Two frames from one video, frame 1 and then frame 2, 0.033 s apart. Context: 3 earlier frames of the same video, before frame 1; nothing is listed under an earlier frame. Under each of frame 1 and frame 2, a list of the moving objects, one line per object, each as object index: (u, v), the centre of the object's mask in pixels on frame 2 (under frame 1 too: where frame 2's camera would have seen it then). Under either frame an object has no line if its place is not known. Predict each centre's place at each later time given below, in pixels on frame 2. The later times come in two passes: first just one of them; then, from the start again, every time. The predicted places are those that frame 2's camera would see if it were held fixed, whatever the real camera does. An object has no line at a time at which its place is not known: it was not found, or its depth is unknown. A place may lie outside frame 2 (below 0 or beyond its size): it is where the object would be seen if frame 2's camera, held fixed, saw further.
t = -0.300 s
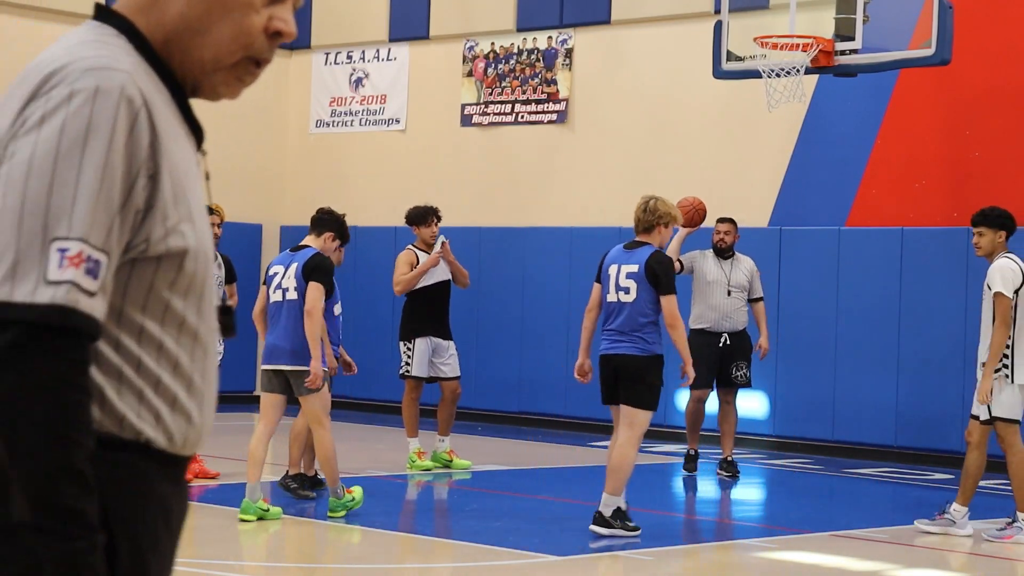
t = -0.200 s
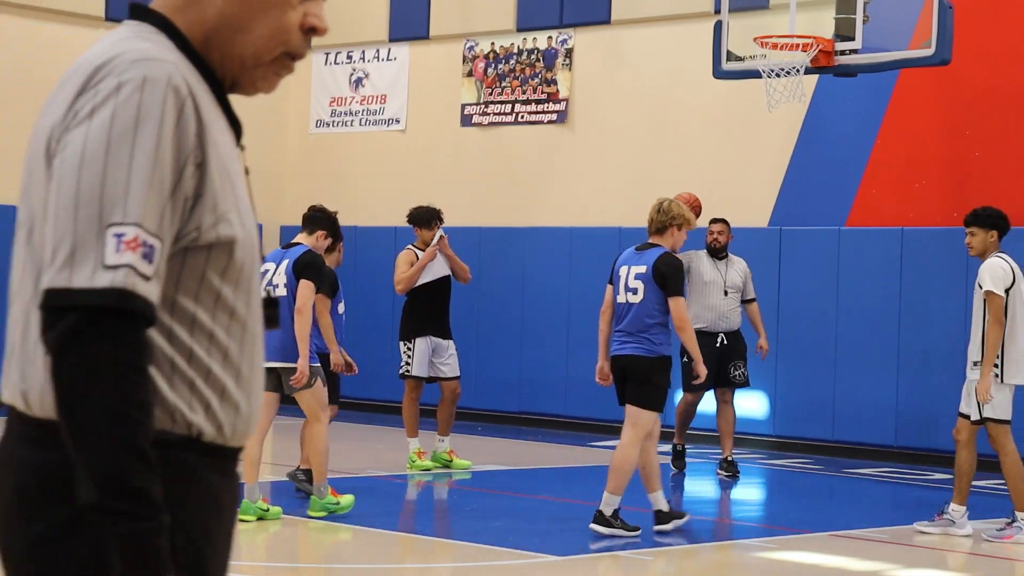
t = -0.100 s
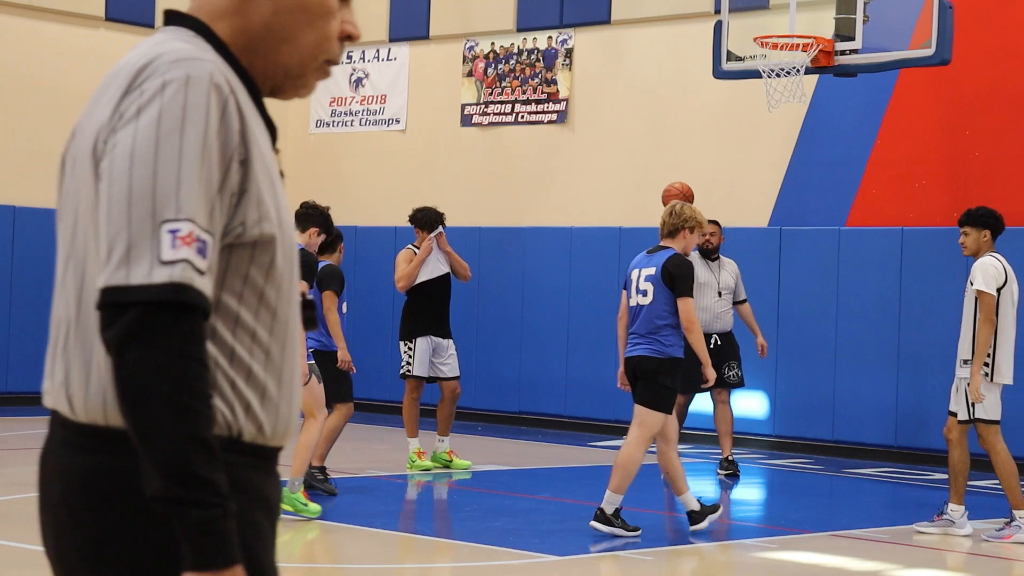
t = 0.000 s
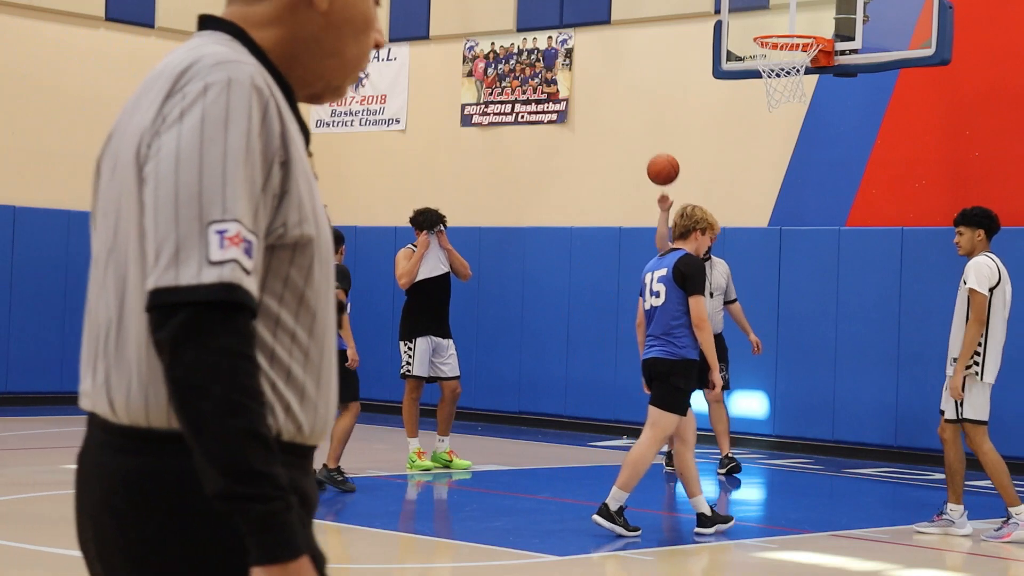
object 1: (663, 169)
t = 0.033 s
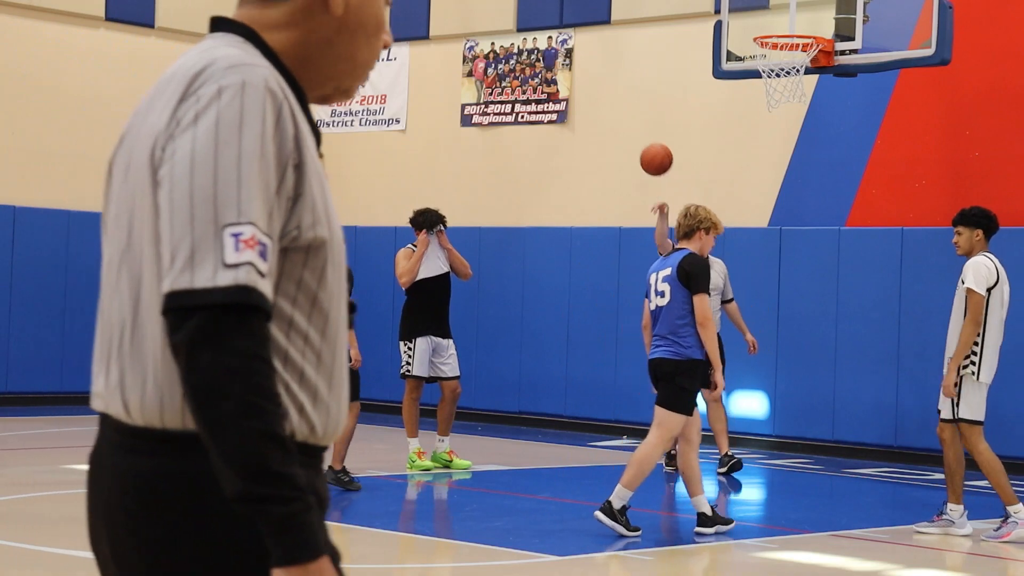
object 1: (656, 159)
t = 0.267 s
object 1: (604, 129)
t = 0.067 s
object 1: (649, 150)
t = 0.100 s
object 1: (642, 143)
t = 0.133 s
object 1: (635, 137)
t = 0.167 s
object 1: (627, 133)
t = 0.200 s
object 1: (620, 130)
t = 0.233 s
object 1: (612, 129)
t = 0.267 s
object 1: (604, 129)
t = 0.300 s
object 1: (596, 131)
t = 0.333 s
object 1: (587, 134)
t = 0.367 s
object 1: (579, 140)
